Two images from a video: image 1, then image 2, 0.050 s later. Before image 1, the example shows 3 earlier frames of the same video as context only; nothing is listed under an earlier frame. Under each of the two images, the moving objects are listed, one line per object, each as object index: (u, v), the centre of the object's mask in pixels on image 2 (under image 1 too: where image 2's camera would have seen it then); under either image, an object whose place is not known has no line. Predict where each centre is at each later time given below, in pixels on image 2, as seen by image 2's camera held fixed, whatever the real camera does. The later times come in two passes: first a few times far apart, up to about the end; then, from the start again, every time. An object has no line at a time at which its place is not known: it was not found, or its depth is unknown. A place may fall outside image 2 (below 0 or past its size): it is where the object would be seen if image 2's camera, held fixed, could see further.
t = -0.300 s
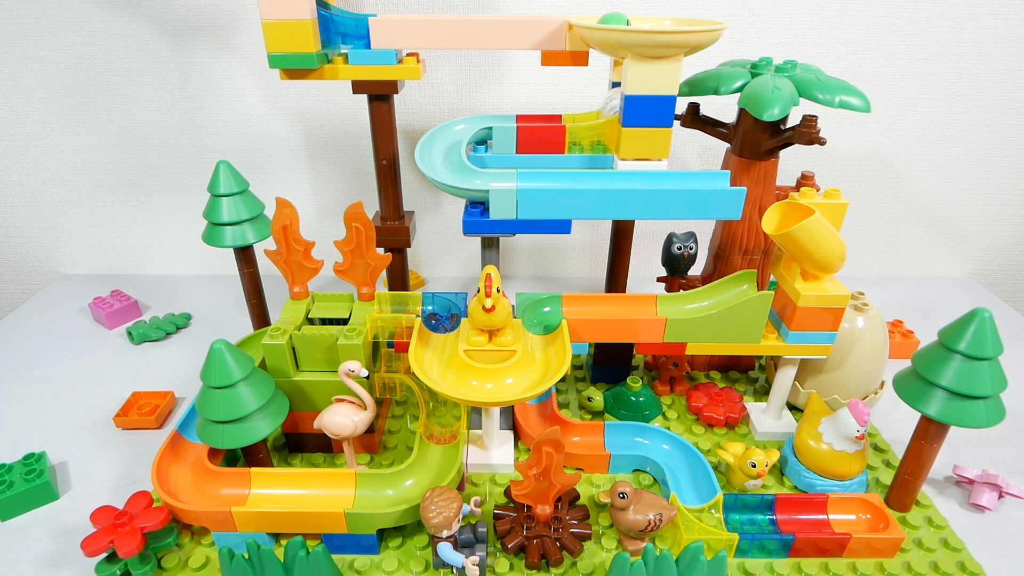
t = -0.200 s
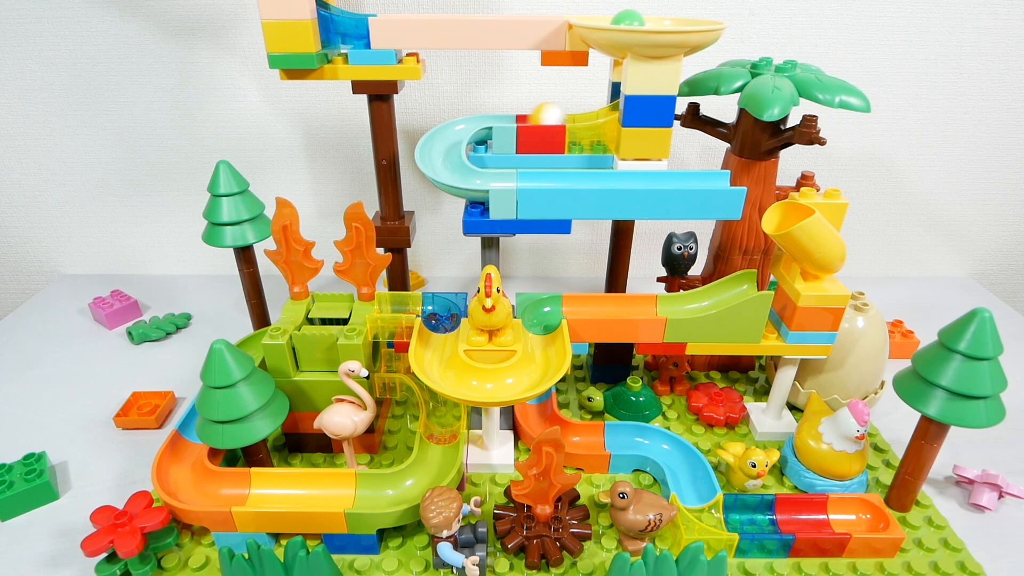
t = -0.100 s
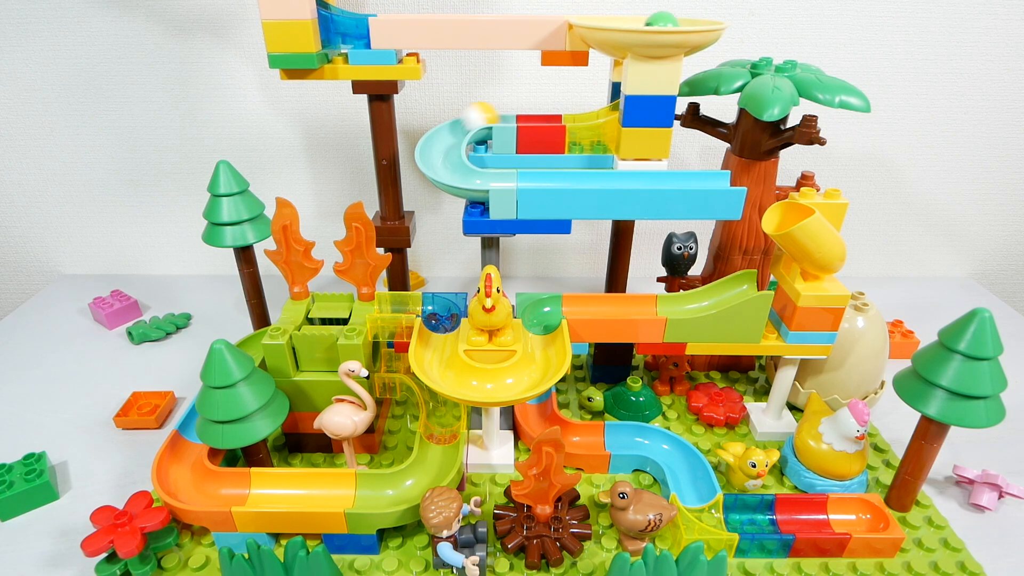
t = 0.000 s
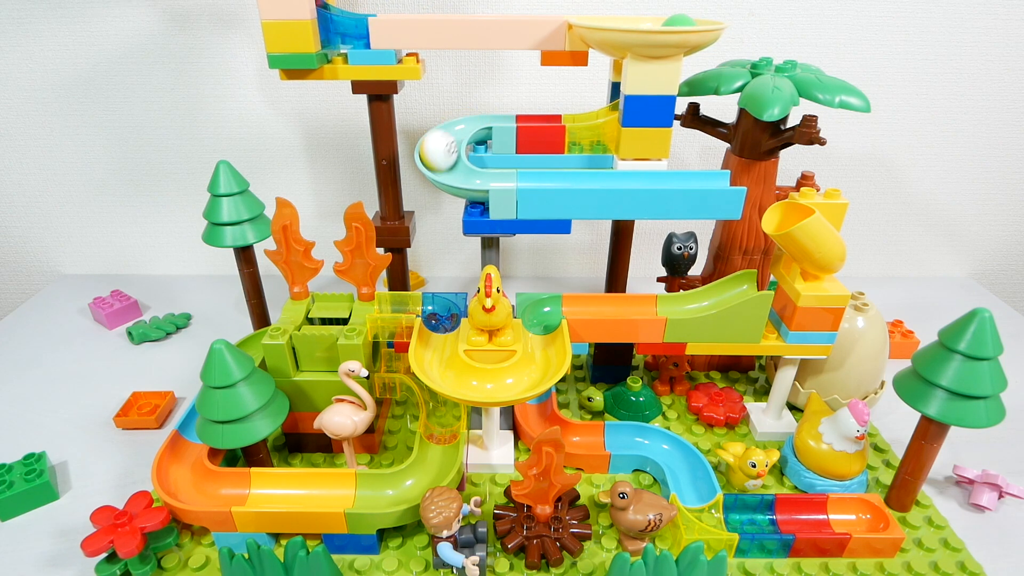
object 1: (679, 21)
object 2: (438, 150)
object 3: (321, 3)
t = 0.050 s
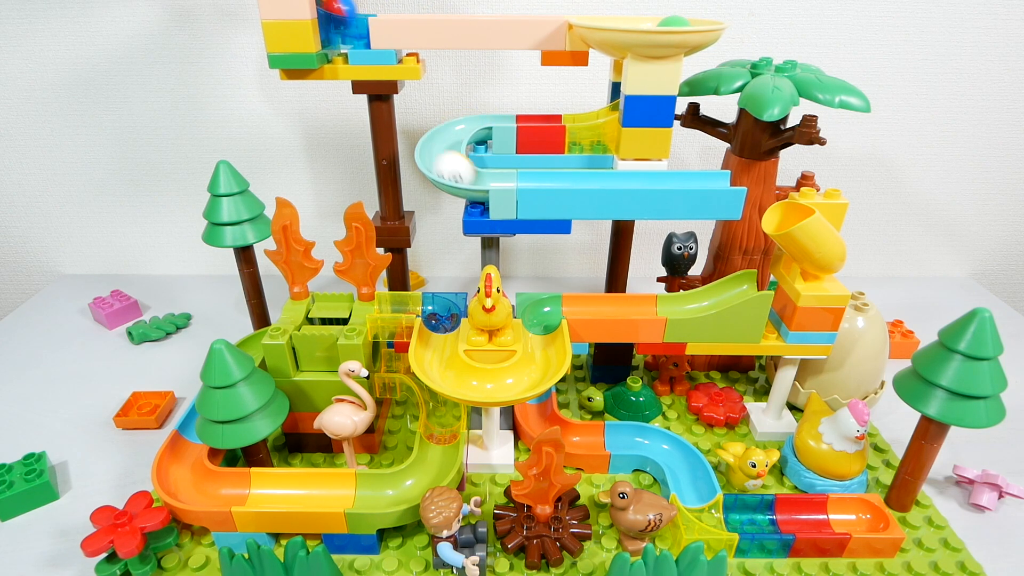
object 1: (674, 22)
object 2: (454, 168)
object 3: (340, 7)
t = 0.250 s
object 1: (618, 20)
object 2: (586, 174)
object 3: (452, 9)
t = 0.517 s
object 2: (719, 174)
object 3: (588, 12)
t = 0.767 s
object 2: (763, 251)
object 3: (693, 19)
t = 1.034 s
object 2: (618, 303)
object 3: (616, 19)
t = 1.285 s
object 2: (544, 338)
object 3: (671, 21)
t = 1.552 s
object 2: (503, 379)
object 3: (630, 21)
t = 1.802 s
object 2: (438, 360)
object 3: (656, 17)
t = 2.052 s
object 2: (441, 319)
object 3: (648, 22)
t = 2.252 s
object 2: (414, 303)
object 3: (629, 20)
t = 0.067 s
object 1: (670, 22)
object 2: (466, 172)
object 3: (351, 9)
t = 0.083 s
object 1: (665, 22)
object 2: (477, 174)
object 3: (363, 9)
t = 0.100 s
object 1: (660, 22)
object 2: (491, 174)
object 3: (373, 9)
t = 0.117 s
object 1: (654, 22)
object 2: (505, 173)
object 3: (383, 9)
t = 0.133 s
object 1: (648, 22)
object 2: (517, 173)
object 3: (392, 9)
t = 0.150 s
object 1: (642, 22)
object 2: (527, 173)
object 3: (401, 9)
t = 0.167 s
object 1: (637, 21)
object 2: (538, 174)
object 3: (410, 9)
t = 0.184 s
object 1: (631, 21)
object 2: (548, 174)
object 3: (419, 9)
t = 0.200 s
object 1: (626, 21)
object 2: (558, 174)
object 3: (427, 9)
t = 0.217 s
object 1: (622, 21)
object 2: (568, 174)
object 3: (435, 9)
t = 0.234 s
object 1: (620, 20)
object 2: (577, 174)
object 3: (444, 9)
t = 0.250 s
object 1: (618, 20)
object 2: (586, 174)
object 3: (452, 9)
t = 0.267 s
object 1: (618, 20)
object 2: (594, 174)
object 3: (461, 9)
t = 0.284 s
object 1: (618, 20)
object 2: (603, 174)
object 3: (470, 9)
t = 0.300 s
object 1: (619, 20)
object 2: (611, 174)
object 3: (478, 9)
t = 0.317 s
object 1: (621, 19)
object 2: (620, 174)
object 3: (487, 9)
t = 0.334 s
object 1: (624, 20)
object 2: (628, 174)
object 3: (495, 9)
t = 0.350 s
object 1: (629, 20)
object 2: (638, 174)
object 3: (504, 9)
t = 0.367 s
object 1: (633, 19)
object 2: (647, 174)
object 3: (512, 9)
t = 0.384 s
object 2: (654, 174)
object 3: (521, 9)
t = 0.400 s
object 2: (663, 174)
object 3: (529, 9)
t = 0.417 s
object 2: (671, 174)
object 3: (537, 9)
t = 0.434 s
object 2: (678, 175)
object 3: (546, 9)
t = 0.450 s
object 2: (686, 175)
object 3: (554, 9)
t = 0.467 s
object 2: (694, 175)
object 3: (563, 10)
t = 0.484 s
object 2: (702, 175)
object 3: (572, 10)
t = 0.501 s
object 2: (711, 175)
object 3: (581, 11)
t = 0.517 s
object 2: (719, 174)
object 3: (588, 12)
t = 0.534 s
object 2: (727, 174)
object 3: (596, 13)
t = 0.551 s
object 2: (735, 175)
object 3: (604, 13)
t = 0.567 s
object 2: (743, 177)
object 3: (612, 13)
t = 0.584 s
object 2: (751, 181)
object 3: (620, 13)
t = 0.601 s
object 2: (757, 189)
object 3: (628, 14)
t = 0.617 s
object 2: (762, 201)
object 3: (636, 15)
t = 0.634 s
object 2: (764, 213)
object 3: (643, 15)
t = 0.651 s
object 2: (766, 221)
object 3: (650, 15)
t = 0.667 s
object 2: (765, 230)
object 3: (665, 15)
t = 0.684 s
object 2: (764, 239)
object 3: (672, 18)
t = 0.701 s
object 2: (763, 248)
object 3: (677, 19)
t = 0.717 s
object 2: (761, 253)
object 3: (683, 20)
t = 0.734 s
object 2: (763, 252)
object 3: (687, 19)
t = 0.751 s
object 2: (764, 252)
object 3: (691, 19)
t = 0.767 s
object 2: (763, 251)
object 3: (693, 19)
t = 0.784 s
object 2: (761, 249)
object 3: (693, 18)
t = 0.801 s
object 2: (757, 248)
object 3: (692, 18)
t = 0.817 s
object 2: (754, 249)
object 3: (689, 18)
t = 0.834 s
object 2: (746, 251)
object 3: (686, 18)
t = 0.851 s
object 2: (740, 256)
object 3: (680, 19)
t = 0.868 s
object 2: (733, 265)
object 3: (674, 19)
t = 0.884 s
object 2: (724, 277)
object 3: (667, 20)
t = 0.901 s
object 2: (714, 291)
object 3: (660, 20)
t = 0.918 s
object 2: (701, 297)
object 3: (651, 21)
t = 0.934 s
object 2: (688, 300)
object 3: (644, 21)
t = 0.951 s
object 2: (676, 303)
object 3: (637, 21)
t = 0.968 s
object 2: (662, 302)
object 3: (632, 21)
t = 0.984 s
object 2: (650, 304)
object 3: (626, 21)
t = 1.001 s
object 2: (639, 303)
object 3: (621, 21)
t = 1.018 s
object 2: (629, 303)
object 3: (618, 20)
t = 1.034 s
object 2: (618, 303)
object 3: (616, 19)
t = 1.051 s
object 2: (609, 303)
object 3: (614, 19)
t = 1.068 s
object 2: (599, 303)
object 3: (614, 18)
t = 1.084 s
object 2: (588, 303)
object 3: (615, 17)
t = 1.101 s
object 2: (578, 303)
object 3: (617, 17)
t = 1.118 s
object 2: (567, 304)
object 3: (620, 17)
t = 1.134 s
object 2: (557, 304)
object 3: (624, 17)
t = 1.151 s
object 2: (549, 306)
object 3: (629, 17)
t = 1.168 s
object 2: (544, 311)
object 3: (634, 17)
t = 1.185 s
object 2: (541, 315)
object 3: (639, 18)
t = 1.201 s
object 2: (541, 318)
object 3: (642, 18)
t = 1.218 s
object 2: (543, 323)
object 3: (646, 17)
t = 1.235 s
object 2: (541, 326)
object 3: (657, 17)
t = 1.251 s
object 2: (542, 330)
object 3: (667, 19)
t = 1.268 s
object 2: (544, 334)
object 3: (669, 20)
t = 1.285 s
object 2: (544, 338)
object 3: (671, 21)
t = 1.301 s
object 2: (543, 341)
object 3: (673, 22)
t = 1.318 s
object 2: (544, 345)
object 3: (676, 22)
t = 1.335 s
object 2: (545, 349)
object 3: (678, 22)
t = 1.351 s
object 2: (545, 352)
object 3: (678, 22)
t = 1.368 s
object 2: (544, 356)
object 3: (677, 22)
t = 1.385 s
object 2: (543, 359)
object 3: (676, 22)
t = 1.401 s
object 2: (541, 362)
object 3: (673, 21)
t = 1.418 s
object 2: (538, 365)
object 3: (670, 21)
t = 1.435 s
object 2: (535, 368)
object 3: (665, 21)
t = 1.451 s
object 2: (531, 370)
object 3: (661, 21)
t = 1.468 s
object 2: (527, 373)
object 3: (655, 21)
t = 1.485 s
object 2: (522, 374)
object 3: (649, 22)
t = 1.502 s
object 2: (518, 376)
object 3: (643, 22)
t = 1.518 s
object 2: (513, 377)
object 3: (638, 21)
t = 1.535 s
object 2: (511, 379)
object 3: (634, 21)
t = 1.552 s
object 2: (503, 379)
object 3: (630, 21)
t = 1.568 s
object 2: (498, 379)
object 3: (626, 21)
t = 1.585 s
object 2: (492, 380)
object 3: (624, 21)
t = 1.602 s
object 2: (486, 380)
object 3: (622, 21)
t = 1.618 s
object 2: (480, 379)
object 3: (621, 20)
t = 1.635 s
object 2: (474, 379)
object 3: (621, 20)
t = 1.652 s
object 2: (469, 377)
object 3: (622, 19)
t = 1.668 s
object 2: (464, 376)
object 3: (624, 19)
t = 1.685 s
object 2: (459, 375)
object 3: (626, 19)
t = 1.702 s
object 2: (455, 373)
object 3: (629, 19)
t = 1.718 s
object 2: (450, 371)
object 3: (633, 19)
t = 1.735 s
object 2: (447, 369)
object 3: (637, 19)
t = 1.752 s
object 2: (444, 367)
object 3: (641, 18)
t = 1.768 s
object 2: (442, 365)
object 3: (644, 18)
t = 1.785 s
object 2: (439, 362)
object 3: (647, 17)
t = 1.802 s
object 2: (438, 360)
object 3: (656, 17)
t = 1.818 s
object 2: (437, 356)
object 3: (664, 19)
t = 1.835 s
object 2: (435, 354)
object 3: (666, 20)
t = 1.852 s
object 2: (435, 351)
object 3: (667, 21)
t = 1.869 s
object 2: (436, 348)
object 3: (669, 22)
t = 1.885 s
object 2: (437, 345)
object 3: (671, 22)
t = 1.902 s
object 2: (437, 343)
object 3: (672, 22)
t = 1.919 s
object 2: (437, 340)
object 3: (673, 22)
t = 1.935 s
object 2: (437, 337)
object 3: (672, 22)
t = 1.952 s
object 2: (438, 334)
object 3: (670, 22)
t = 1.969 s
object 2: (439, 332)
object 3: (668, 22)
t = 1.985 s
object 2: (440, 329)
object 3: (665, 22)
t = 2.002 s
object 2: (440, 327)
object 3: (661, 22)
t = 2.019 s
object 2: (440, 324)
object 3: (657, 22)
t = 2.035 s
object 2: (440, 322)
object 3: (652, 22)
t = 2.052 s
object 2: (441, 319)
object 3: (648, 22)
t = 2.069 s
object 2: (441, 317)
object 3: (643, 22)
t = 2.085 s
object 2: (441, 316)
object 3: (639, 22)
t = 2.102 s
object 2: (440, 314)
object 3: (635, 22)
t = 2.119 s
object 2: (439, 311)
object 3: (632, 22)
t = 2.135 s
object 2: (437, 310)
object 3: (629, 22)
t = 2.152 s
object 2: (435, 308)
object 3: (626, 22)
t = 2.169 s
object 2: (432, 306)
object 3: (625, 21)
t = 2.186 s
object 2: (429, 305)
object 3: (624, 21)
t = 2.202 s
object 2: (425, 304)
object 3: (625, 21)
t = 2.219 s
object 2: (421, 303)
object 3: (626, 21)
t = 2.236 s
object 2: (418, 303)
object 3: (627, 20)
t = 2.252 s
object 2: (414, 303)
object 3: (629, 20)
